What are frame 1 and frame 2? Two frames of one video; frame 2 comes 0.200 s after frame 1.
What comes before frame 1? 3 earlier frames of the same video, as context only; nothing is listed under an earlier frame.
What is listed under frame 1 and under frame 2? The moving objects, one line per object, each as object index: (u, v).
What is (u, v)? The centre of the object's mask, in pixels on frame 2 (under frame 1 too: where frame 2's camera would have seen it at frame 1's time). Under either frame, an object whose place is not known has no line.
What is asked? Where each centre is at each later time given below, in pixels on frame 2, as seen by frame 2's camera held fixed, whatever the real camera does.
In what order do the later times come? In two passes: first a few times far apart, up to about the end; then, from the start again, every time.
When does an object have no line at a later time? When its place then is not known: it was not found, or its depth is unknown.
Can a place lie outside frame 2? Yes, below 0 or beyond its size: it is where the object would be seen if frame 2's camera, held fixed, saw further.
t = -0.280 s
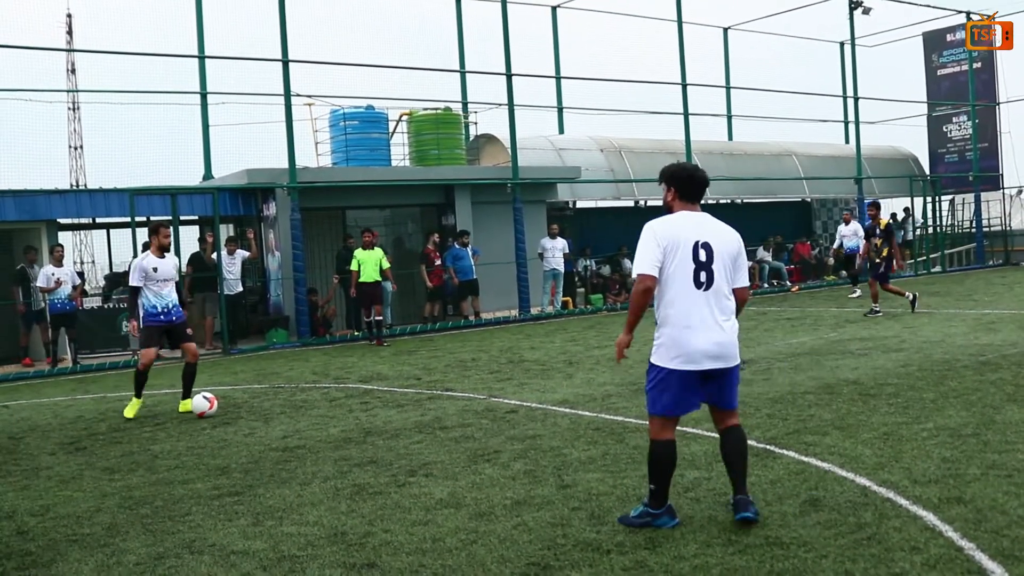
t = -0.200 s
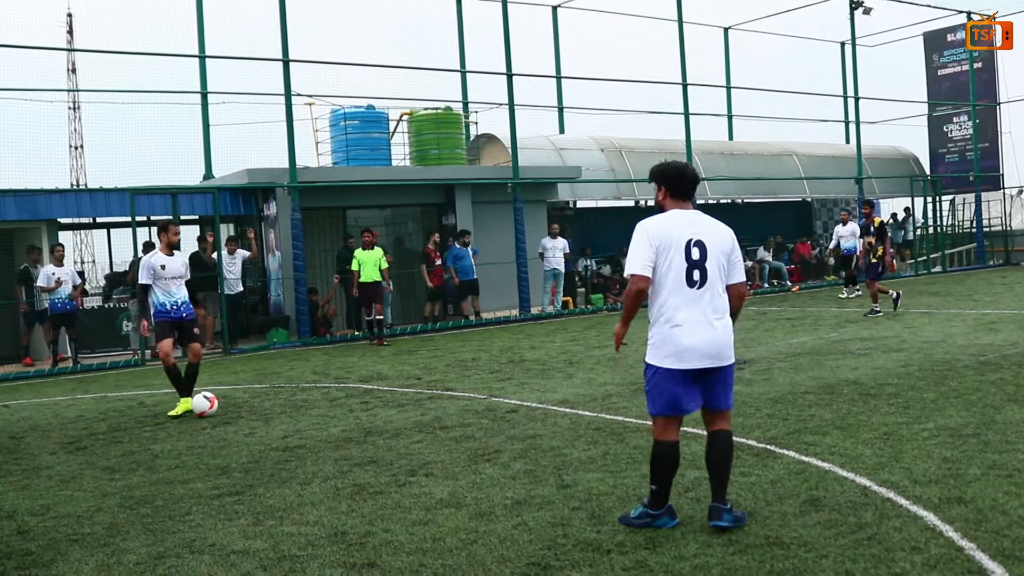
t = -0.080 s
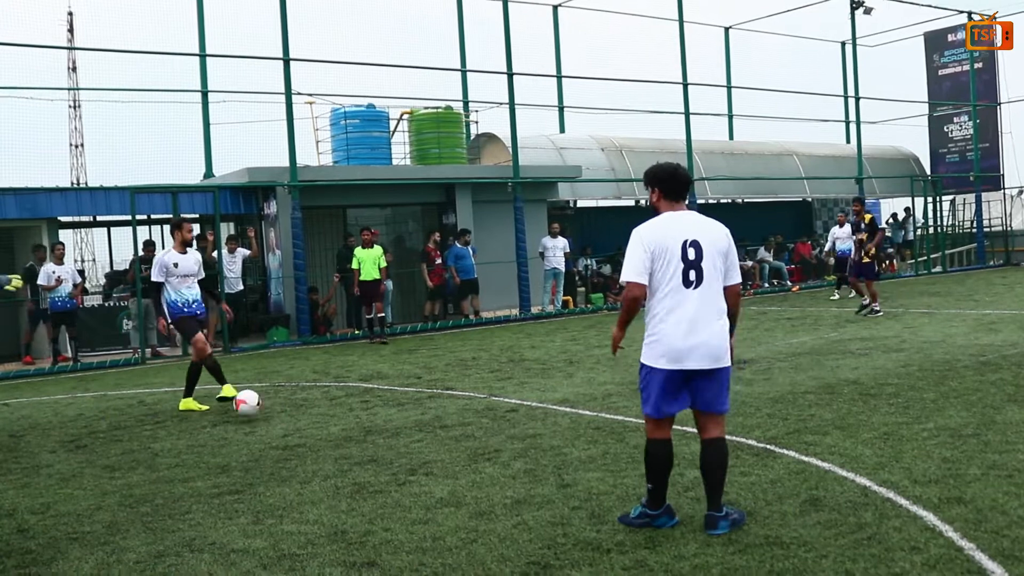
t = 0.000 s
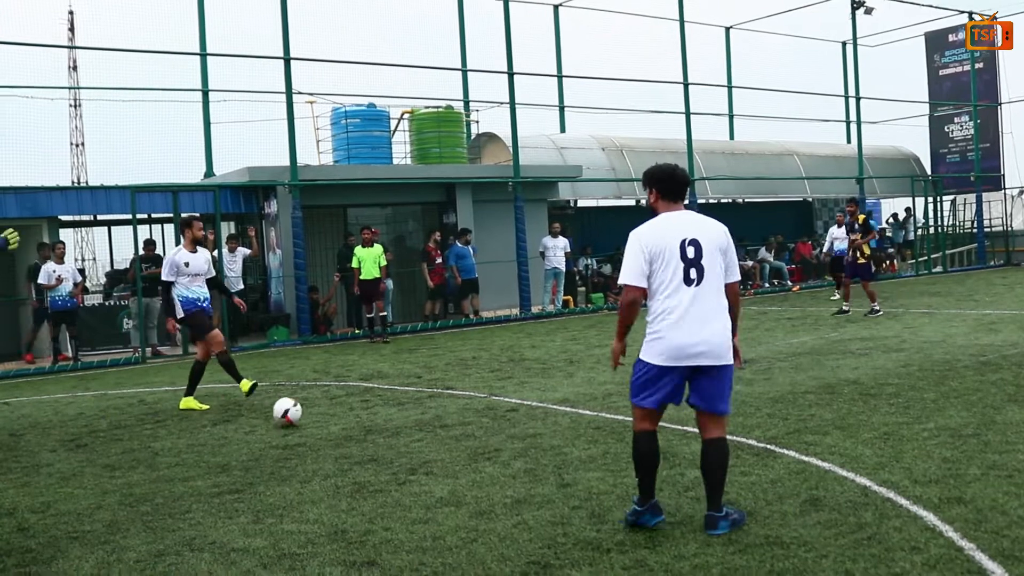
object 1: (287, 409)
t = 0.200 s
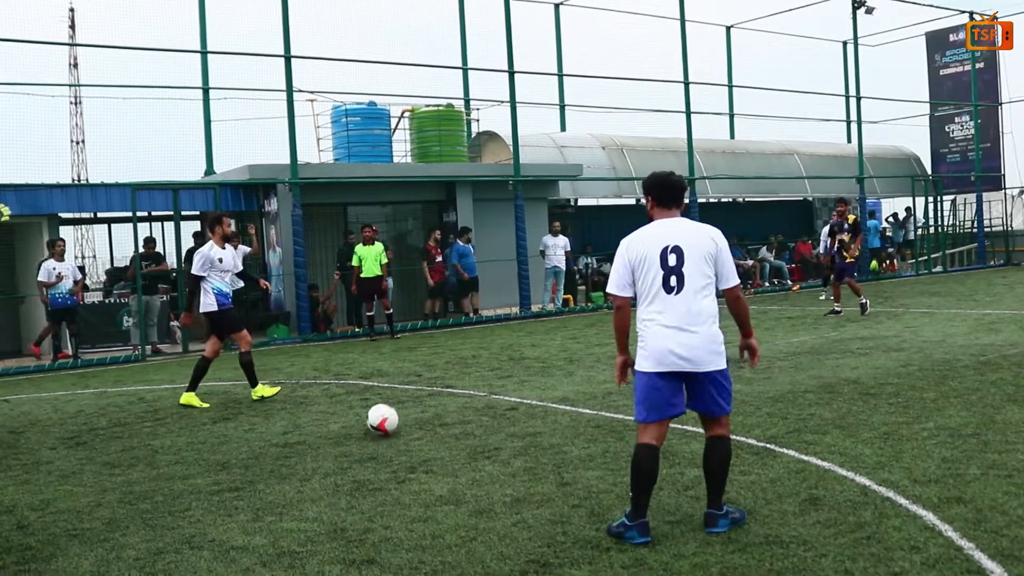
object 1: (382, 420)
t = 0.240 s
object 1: (400, 418)
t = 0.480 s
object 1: (509, 430)
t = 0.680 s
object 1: (605, 444)
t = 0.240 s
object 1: (400, 418)
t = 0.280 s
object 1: (419, 421)
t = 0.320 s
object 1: (438, 424)
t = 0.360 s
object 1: (458, 429)
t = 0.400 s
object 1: (475, 428)
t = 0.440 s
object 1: (491, 427)
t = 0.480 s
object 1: (509, 430)
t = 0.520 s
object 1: (528, 436)
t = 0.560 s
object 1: (547, 437)
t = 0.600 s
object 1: (565, 437)
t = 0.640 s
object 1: (585, 438)
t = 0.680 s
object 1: (605, 444)
